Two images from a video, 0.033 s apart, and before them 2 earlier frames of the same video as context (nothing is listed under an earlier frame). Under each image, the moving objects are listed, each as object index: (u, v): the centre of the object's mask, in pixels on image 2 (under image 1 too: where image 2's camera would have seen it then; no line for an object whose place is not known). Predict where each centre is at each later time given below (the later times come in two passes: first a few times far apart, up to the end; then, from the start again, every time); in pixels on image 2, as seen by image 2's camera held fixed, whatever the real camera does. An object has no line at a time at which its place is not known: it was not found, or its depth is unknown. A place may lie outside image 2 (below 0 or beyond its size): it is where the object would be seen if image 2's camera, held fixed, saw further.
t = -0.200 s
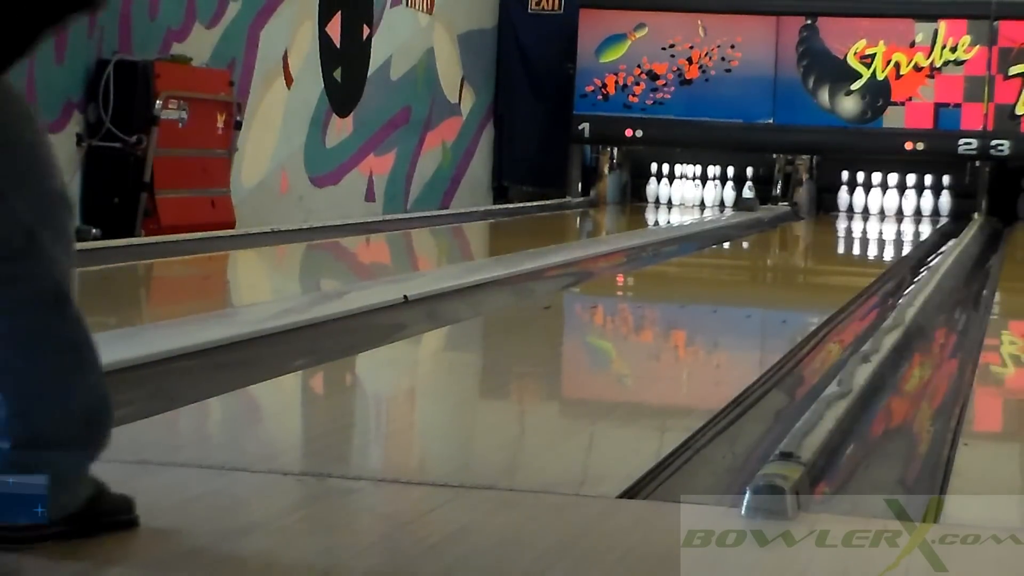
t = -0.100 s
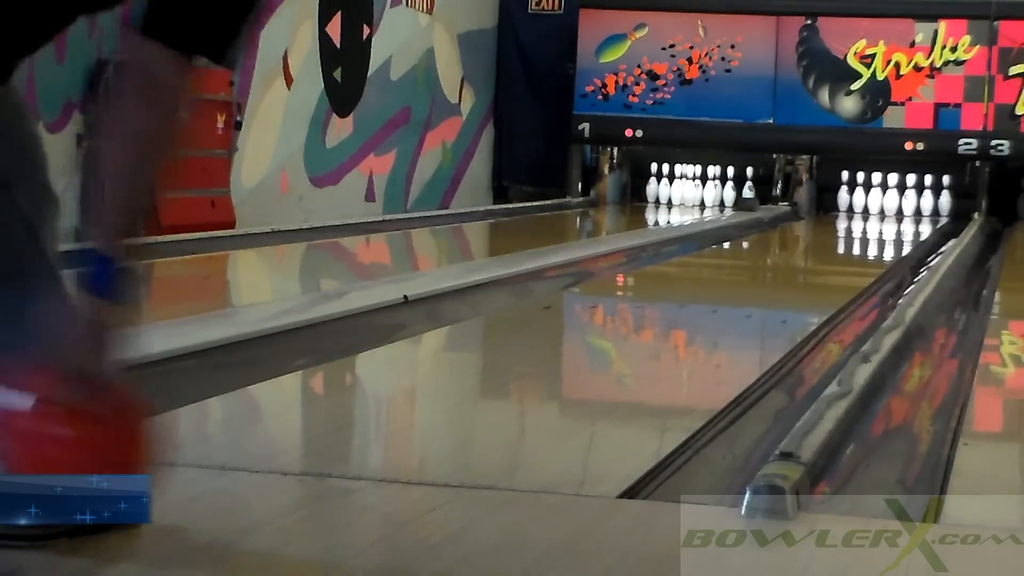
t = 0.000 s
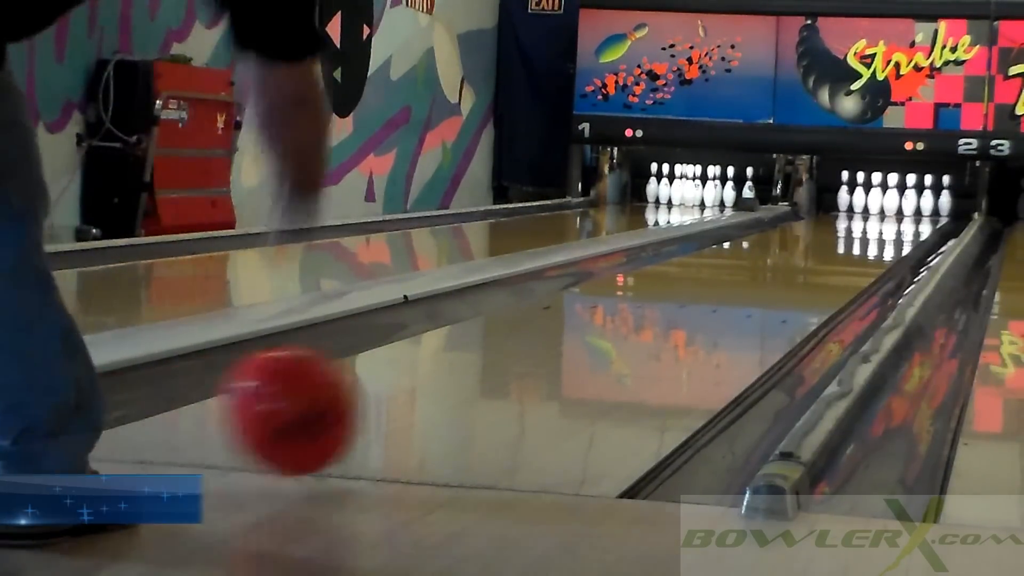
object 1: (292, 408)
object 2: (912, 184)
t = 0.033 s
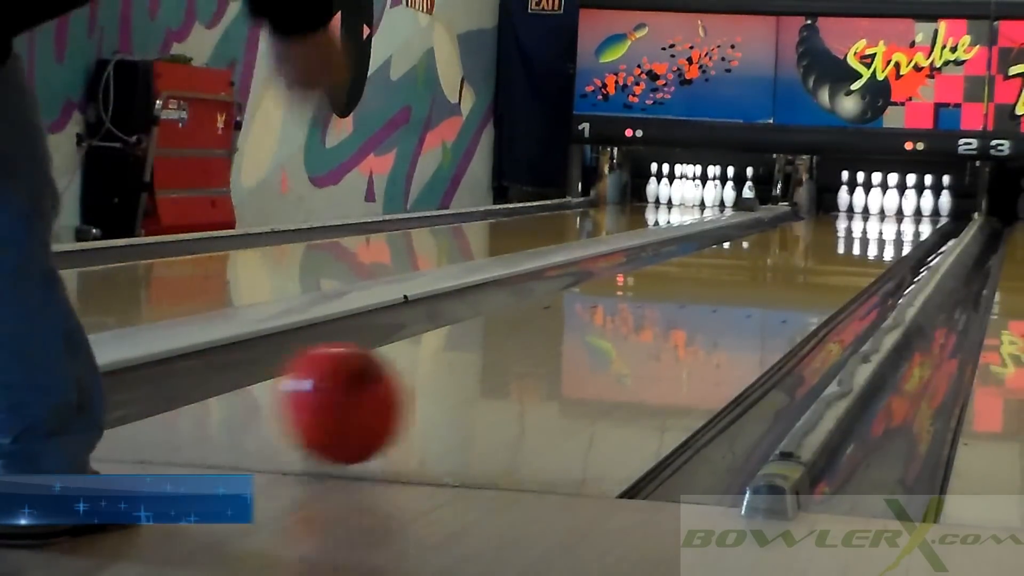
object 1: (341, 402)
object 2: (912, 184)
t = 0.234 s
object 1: (551, 345)
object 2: (911, 182)
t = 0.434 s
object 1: (672, 304)
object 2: (912, 183)
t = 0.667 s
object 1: (758, 275)
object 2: (912, 186)
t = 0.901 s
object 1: (814, 256)
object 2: (910, 195)
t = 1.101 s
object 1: (848, 243)
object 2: (910, 195)
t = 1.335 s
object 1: (876, 233)
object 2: (910, 195)
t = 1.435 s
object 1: (884, 229)
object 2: (910, 195)
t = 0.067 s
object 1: (386, 398)
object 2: (912, 184)
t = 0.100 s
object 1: (426, 383)
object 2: (911, 186)
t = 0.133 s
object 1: (465, 374)
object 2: (911, 183)
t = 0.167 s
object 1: (496, 363)
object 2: (910, 196)
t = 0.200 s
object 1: (525, 354)
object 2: (911, 183)
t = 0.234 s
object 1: (551, 345)
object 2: (911, 182)
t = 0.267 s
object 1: (575, 338)
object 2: (912, 183)
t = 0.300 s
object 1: (598, 330)
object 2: (911, 183)
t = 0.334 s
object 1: (619, 322)
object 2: (911, 188)
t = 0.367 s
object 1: (638, 316)
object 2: (910, 195)
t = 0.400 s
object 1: (655, 310)
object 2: (911, 182)
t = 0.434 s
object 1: (672, 304)
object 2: (912, 183)
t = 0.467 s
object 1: (687, 299)
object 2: (912, 183)
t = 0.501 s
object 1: (701, 294)
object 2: (912, 183)
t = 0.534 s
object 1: (715, 289)
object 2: (912, 183)
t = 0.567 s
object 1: (726, 284)
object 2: (911, 190)
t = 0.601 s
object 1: (738, 280)
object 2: (911, 187)
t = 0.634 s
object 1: (748, 277)
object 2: (912, 187)
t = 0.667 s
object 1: (758, 275)
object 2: (912, 186)
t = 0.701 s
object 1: (768, 271)
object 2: (910, 195)
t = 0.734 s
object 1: (777, 269)
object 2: (911, 188)
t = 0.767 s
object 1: (785, 266)
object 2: (910, 195)
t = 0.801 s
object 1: (793, 263)
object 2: (910, 195)
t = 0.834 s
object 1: (801, 260)
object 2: (910, 195)
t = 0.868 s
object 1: (808, 258)
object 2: (910, 195)
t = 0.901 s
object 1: (814, 256)
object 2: (910, 195)
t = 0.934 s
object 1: (821, 254)
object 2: (910, 196)
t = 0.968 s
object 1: (827, 252)
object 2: (910, 195)
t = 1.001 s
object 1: (832, 249)
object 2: (910, 195)
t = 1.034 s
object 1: (838, 248)
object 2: (910, 195)
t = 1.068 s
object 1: (843, 245)
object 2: (910, 195)
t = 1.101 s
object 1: (848, 243)
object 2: (910, 195)
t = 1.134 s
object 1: (852, 242)
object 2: (910, 195)
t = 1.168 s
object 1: (857, 240)
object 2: (910, 196)
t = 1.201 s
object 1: (861, 238)
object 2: (910, 195)
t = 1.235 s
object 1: (864, 237)
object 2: (910, 196)
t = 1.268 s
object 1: (868, 235)
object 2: (910, 196)
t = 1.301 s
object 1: (872, 234)
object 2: (910, 196)
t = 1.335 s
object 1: (876, 233)
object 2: (910, 195)
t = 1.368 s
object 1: (880, 231)
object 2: (910, 195)
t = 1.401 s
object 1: (882, 230)
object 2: (910, 195)
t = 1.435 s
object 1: (884, 229)
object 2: (910, 195)
